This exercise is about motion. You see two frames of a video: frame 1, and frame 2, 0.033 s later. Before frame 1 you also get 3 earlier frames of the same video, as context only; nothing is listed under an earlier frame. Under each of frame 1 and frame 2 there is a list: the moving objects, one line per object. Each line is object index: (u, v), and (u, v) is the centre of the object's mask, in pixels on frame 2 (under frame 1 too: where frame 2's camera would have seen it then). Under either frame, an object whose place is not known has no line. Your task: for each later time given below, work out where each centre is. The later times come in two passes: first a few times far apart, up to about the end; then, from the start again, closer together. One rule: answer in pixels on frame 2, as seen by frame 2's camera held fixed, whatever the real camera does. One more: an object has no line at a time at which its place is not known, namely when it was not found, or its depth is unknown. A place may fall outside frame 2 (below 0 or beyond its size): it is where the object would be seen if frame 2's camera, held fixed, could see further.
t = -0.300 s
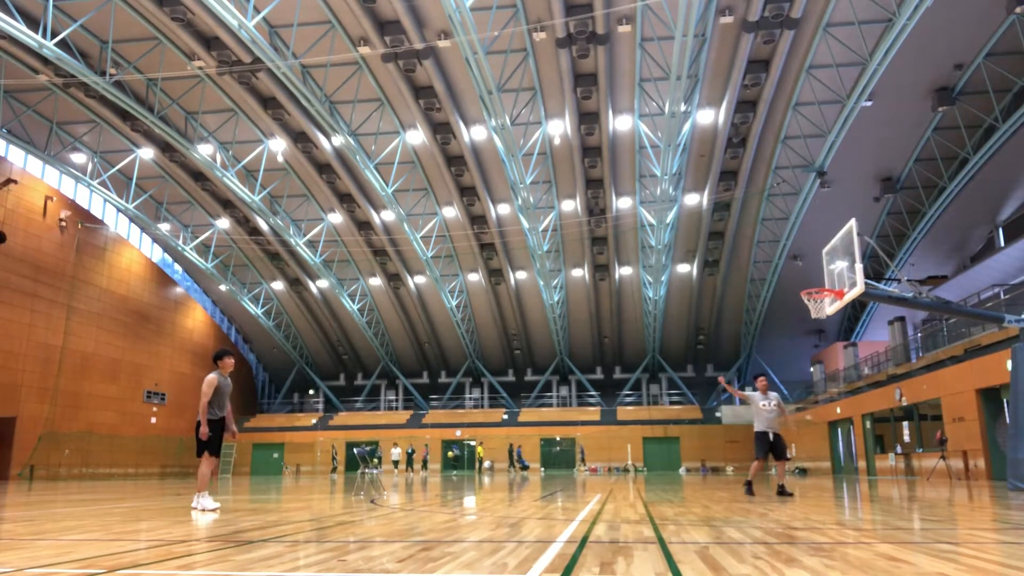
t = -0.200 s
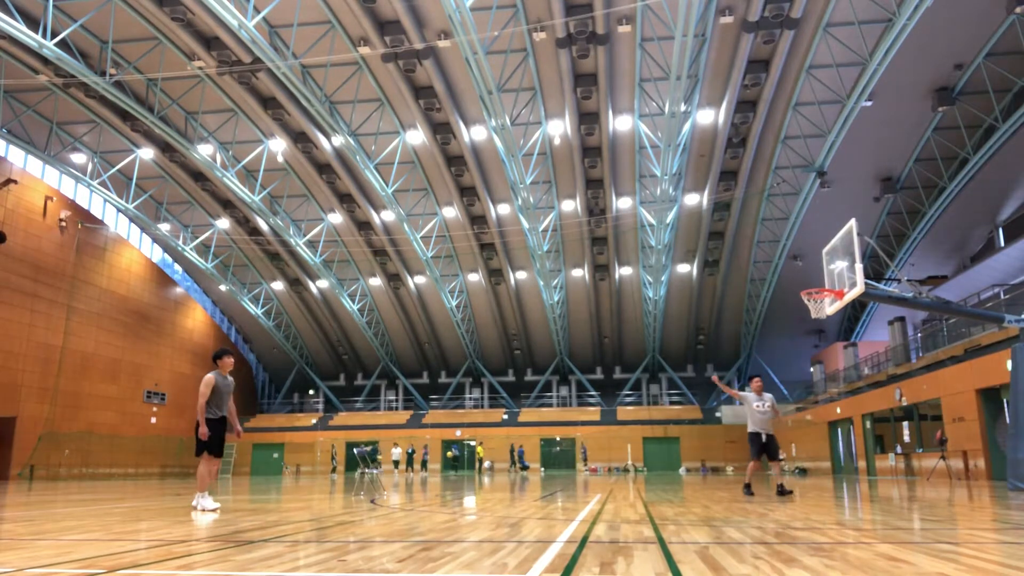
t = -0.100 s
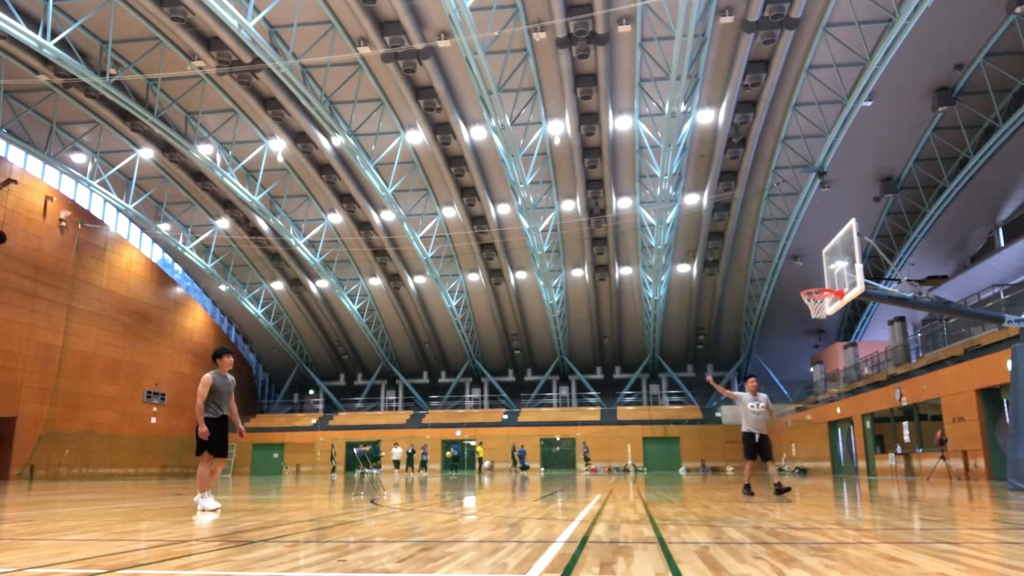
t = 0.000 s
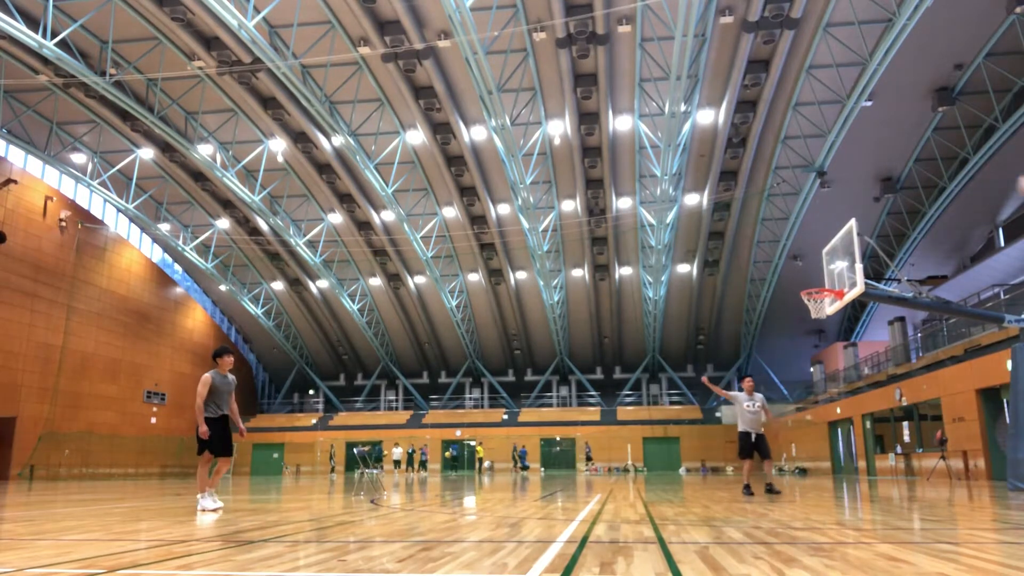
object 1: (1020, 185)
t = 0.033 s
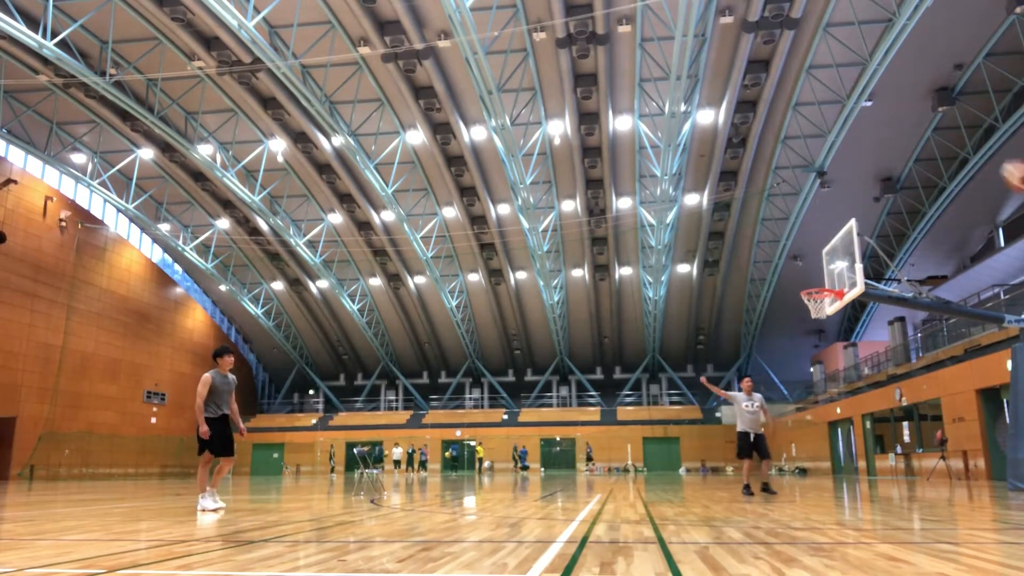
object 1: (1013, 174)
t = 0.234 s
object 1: (941, 130)
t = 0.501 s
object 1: (879, 132)
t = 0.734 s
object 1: (843, 171)
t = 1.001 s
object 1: (817, 242)
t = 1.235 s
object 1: (827, 305)
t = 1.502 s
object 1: (809, 323)
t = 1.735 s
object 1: (791, 371)
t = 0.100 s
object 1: (990, 155)
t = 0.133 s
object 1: (976, 146)
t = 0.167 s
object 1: (965, 139)
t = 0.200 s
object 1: (952, 134)
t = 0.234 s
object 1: (941, 130)
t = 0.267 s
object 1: (932, 125)
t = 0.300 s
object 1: (923, 125)
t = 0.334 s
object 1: (913, 124)
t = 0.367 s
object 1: (906, 124)
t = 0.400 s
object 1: (899, 124)
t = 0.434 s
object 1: (892, 126)
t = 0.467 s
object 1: (885, 128)
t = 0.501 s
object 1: (879, 132)
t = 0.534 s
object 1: (874, 135)
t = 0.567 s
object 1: (867, 140)
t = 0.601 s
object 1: (862, 146)
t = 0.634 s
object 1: (857, 151)
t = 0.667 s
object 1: (853, 156)
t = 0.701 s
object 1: (848, 163)
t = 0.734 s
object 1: (843, 171)
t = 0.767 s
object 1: (839, 178)
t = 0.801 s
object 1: (836, 185)
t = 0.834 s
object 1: (832, 194)
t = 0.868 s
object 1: (829, 203)
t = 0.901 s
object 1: (826, 212)
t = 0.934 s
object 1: (823, 221)
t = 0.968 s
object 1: (820, 231)
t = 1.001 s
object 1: (817, 242)
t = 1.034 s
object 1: (814, 253)
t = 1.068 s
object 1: (812, 264)
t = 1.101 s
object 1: (809, 276)
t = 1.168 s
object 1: (811, 292)
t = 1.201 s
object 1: (822, 296)
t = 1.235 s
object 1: (827, 305)
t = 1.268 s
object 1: (828, 307)
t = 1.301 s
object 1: (828, 310)
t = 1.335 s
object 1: (825, 310)
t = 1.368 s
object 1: (821, 311)
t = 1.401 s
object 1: (818, 312)
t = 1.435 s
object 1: (814, 315)
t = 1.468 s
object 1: (811, 318)
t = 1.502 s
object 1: (809, 323)
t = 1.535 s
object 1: (806, 327)
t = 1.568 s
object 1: (803, 332)
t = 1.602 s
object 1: (800, 339)
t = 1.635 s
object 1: (798, 346)
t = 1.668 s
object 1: (795, 354)
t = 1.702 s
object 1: (793, 362)
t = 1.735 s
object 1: (791, 371)
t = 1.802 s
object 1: (786, 391)
